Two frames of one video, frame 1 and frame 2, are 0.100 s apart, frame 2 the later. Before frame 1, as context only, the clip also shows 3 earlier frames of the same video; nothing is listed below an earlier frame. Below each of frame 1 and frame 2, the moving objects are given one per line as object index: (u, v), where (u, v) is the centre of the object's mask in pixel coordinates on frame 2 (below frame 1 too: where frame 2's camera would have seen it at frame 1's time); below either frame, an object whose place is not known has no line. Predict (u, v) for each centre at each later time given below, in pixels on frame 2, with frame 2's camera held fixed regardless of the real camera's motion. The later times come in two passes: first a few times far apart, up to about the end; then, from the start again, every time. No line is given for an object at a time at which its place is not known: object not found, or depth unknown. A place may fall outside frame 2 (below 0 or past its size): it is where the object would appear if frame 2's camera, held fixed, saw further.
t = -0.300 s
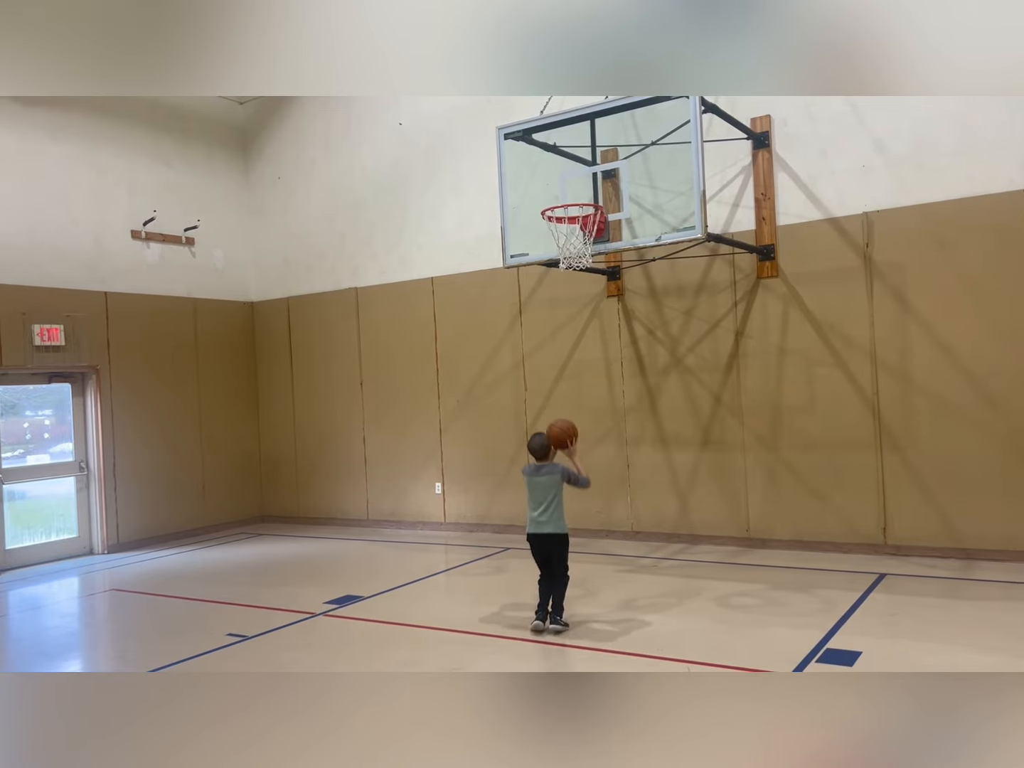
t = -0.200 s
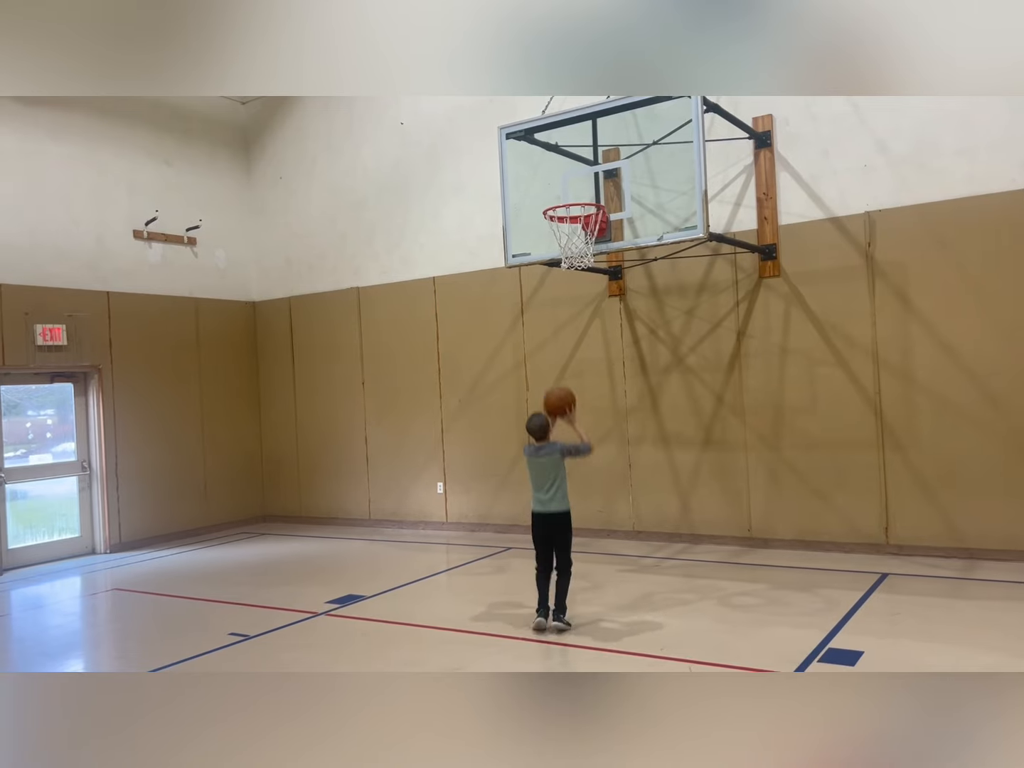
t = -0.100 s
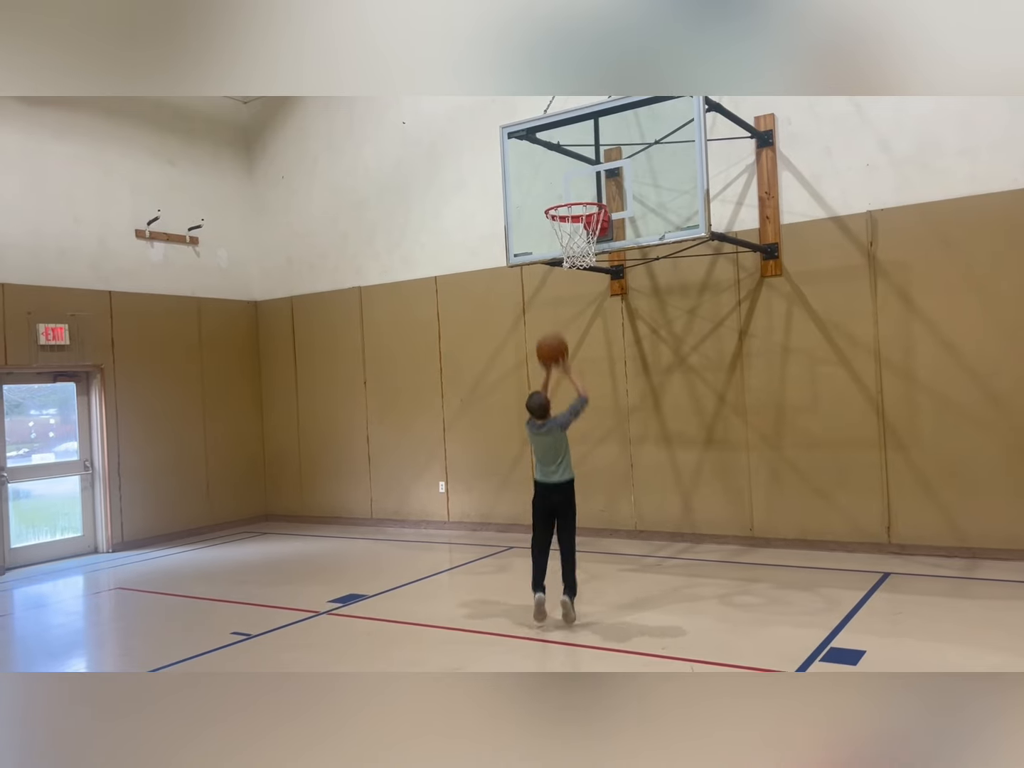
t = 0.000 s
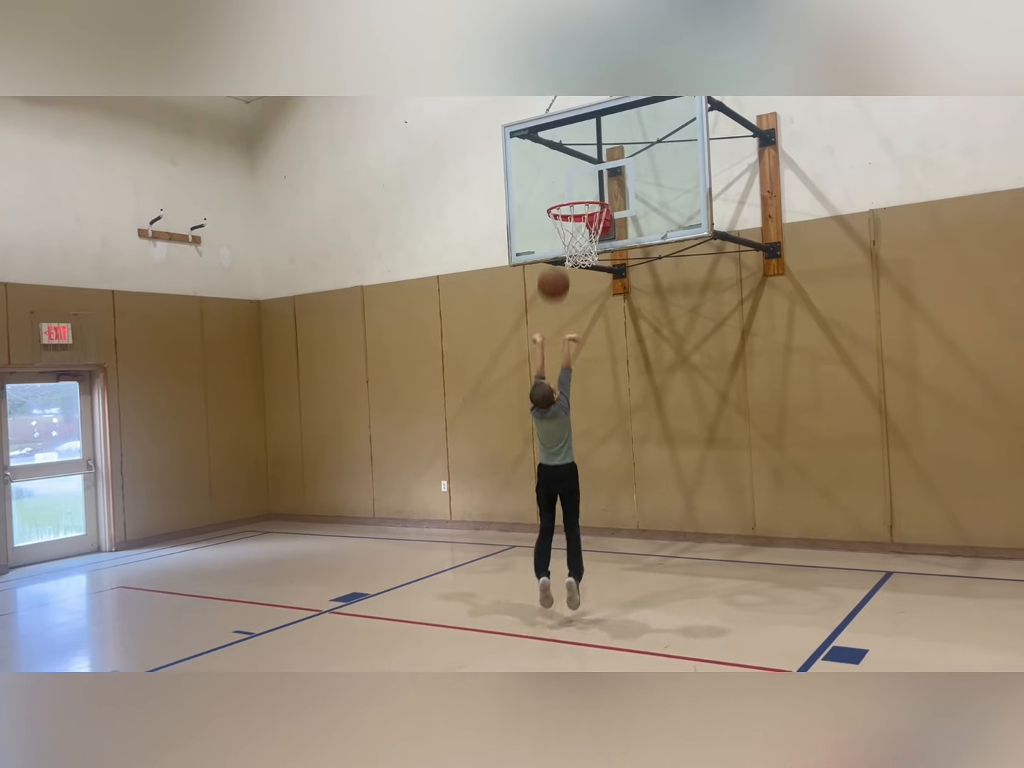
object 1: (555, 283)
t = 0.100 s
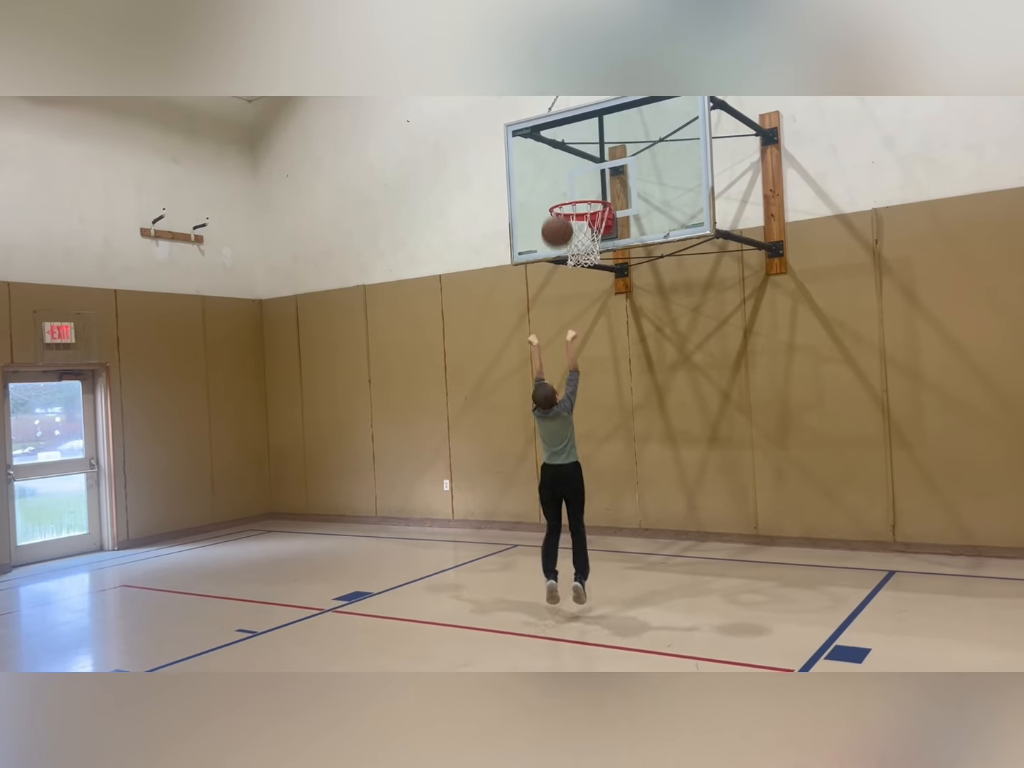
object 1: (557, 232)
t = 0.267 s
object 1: (561, 177)
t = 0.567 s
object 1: (574, 173)
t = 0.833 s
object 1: (574, 191)
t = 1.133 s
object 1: (579, 266)
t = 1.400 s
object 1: (589, 396)
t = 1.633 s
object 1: (602, 575)
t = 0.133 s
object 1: (558, 217)
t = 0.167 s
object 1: (559, 204)
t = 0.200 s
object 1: (559, 193)
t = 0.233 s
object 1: (561, 184)
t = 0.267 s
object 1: (561, 177)
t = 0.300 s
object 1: (563, 170)
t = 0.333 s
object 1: (564, 166)
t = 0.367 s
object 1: (565, 162)
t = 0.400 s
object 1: (567, 161)
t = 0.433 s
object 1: (568, 160)
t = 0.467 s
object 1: (569, 161)
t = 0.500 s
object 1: (571, 164)
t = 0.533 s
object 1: (572, 168)
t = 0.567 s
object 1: (574, 173)
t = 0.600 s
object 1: (576, 179)
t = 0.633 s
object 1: (577, 186)
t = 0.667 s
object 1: (576, 185)
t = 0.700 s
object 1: (575, 184)
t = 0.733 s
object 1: (575, 185)
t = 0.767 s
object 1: (574, 187)
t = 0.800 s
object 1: (574, 189)
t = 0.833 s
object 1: (574, 191)
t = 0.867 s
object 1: (574, 194)
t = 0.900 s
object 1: (574, 197)
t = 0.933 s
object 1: (574, 203)
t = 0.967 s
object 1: (575, 209)
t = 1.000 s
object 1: (575, 217)
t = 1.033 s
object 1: (575, 226)
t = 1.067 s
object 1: (576, 236)
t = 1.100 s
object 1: (577, 247)
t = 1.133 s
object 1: (579, 266)
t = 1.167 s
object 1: (579, 273)
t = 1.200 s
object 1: (580, 285)
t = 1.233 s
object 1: (581, 301)
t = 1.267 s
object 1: (583, 317)
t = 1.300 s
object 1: (584, 336)
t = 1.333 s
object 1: (586, 355)
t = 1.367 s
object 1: (587, 375)
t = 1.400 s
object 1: (589, 396)
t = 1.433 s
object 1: (590, 418)
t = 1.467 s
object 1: (592, 441)
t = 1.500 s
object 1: (594, 466)
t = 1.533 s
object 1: (596, 491)
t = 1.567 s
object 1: (598, 519)
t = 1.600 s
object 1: (600, 549)
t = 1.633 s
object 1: (602, 575)
